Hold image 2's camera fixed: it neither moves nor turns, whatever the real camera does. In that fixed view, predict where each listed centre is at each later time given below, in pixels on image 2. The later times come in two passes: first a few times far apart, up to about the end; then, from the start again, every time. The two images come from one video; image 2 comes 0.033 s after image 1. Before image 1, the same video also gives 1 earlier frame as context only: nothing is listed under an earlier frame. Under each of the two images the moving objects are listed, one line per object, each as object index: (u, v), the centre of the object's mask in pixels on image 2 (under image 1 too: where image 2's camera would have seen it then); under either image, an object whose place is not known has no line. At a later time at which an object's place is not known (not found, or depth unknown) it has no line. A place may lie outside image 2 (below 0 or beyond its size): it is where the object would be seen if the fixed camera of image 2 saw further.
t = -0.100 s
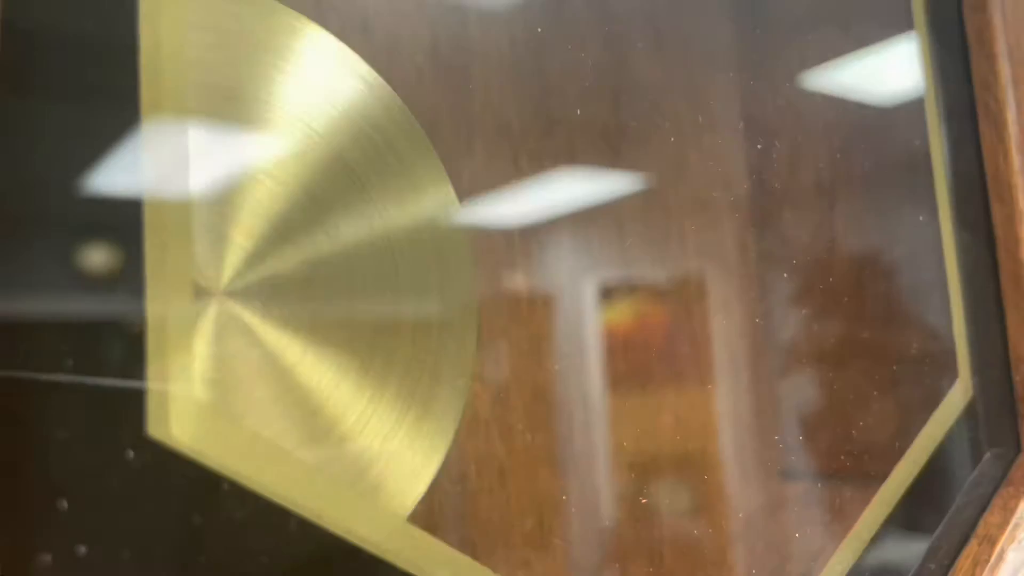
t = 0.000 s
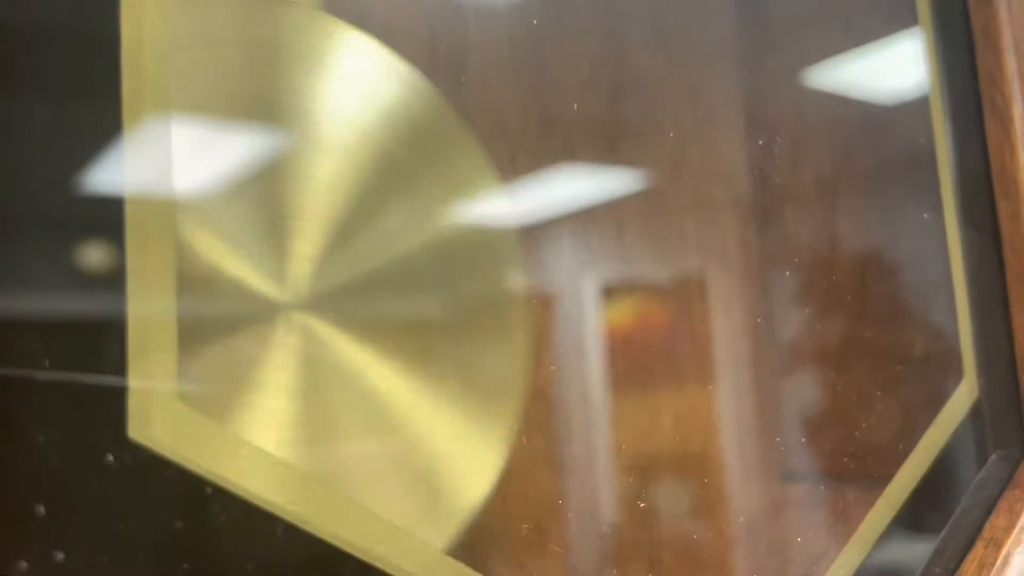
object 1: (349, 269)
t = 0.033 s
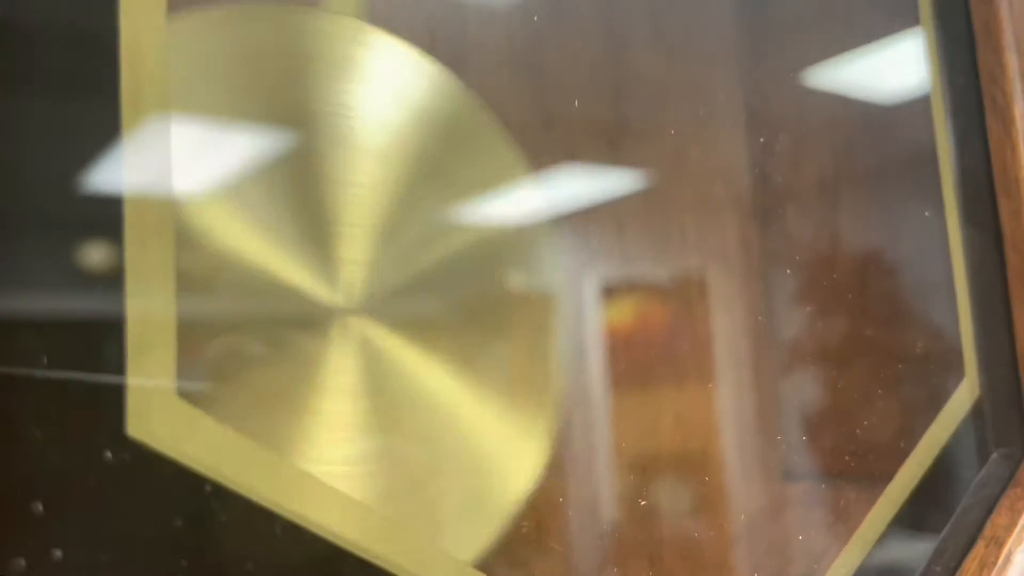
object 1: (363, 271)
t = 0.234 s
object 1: (656, 332)
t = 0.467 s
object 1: (817, 314)
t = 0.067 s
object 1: (394, 287)
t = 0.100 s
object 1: (432, 302)
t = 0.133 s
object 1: (482, 316)
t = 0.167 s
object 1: (547, 326)
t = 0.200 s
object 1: (603, 334)
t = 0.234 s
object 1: (656, 332)
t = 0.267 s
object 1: (714, 326)
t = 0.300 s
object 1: (750, 331)
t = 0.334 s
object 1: (774, 319)
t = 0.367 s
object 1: (793, 314)
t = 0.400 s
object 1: (803, 314)
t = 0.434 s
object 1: (809, 316)
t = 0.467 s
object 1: (817, 314)
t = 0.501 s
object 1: (816, 314)
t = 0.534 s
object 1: (811, 316)
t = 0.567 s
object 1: (799, 324)
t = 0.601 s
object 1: (782, 327)
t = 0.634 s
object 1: (750, 326)
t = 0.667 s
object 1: (725, 332)
